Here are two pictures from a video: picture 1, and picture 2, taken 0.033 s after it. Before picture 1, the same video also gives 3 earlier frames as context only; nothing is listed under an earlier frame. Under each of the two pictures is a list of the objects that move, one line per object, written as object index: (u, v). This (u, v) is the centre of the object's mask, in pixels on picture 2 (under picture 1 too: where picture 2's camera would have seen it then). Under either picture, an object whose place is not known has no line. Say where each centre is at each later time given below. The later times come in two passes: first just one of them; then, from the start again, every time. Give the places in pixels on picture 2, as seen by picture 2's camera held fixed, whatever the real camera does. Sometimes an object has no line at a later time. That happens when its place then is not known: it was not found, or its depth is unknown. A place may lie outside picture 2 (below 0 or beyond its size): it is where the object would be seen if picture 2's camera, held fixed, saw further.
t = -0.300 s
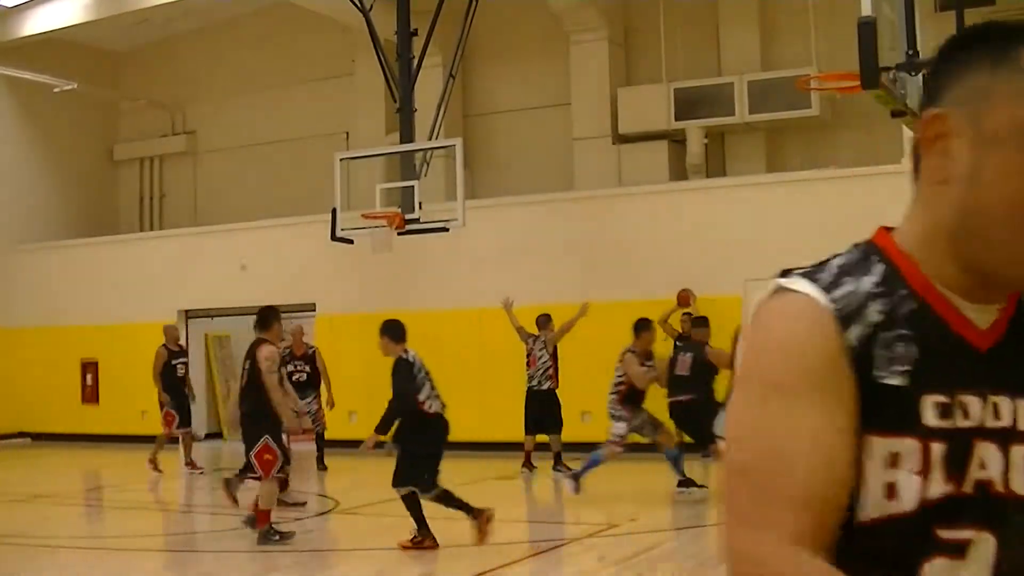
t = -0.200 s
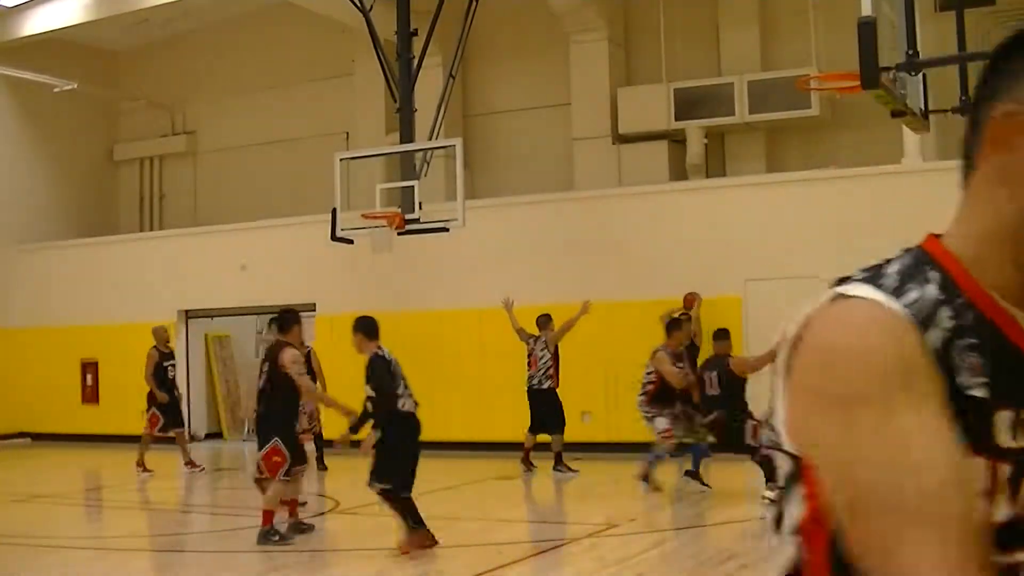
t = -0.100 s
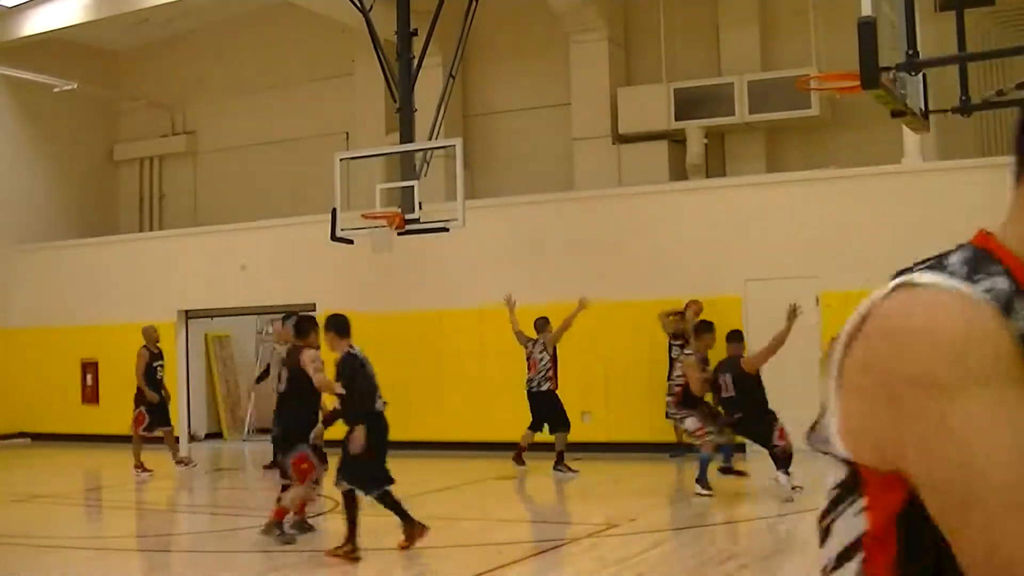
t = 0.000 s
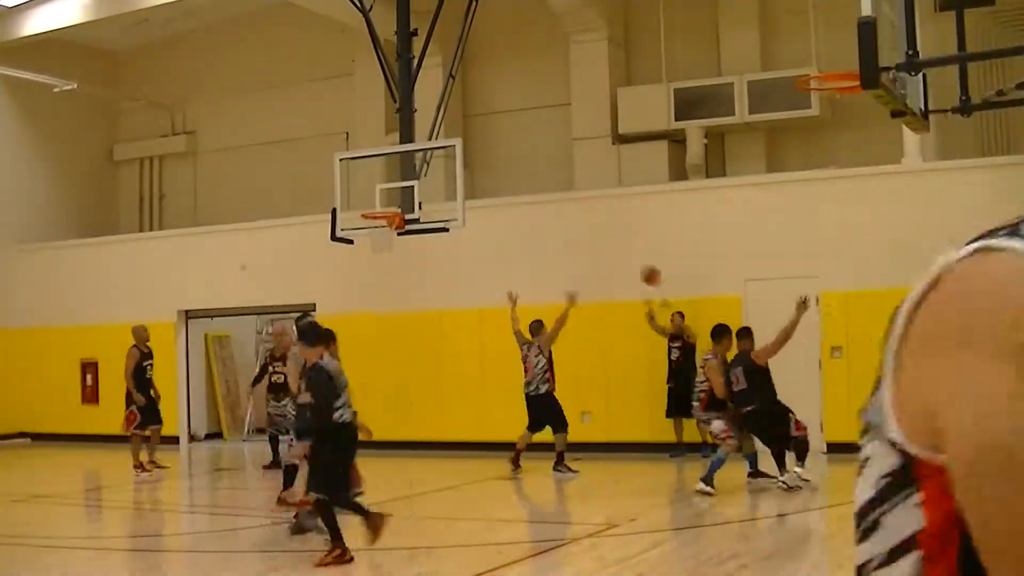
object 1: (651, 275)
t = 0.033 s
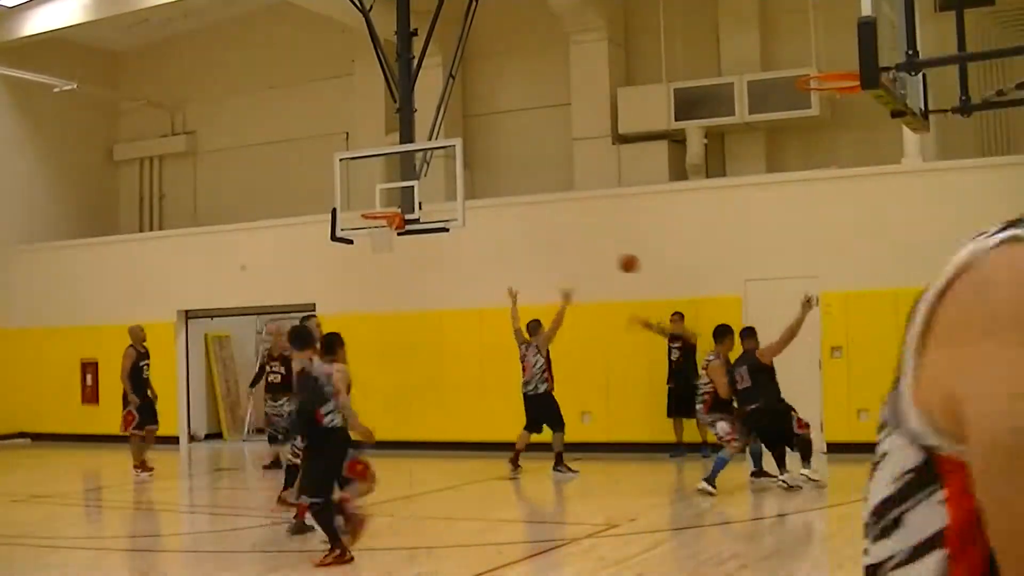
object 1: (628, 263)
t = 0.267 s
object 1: (463, 201)
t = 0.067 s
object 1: (606, 252)
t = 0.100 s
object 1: (584, 242)
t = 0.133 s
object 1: (560, 232)
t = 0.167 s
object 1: (537, 223)
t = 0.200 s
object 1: (512, 214)
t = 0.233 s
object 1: (489, 207)
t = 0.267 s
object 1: (463, 201)
